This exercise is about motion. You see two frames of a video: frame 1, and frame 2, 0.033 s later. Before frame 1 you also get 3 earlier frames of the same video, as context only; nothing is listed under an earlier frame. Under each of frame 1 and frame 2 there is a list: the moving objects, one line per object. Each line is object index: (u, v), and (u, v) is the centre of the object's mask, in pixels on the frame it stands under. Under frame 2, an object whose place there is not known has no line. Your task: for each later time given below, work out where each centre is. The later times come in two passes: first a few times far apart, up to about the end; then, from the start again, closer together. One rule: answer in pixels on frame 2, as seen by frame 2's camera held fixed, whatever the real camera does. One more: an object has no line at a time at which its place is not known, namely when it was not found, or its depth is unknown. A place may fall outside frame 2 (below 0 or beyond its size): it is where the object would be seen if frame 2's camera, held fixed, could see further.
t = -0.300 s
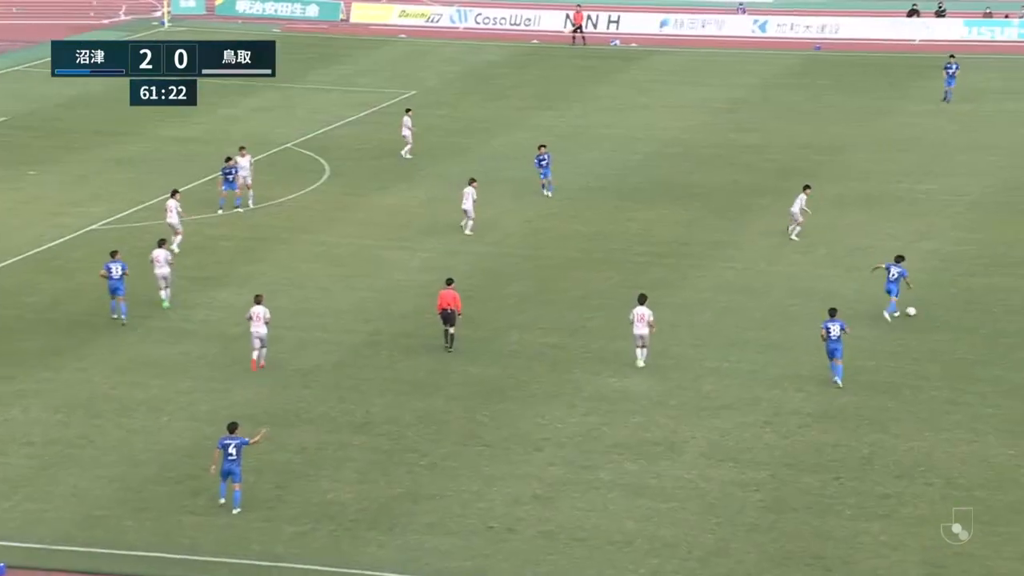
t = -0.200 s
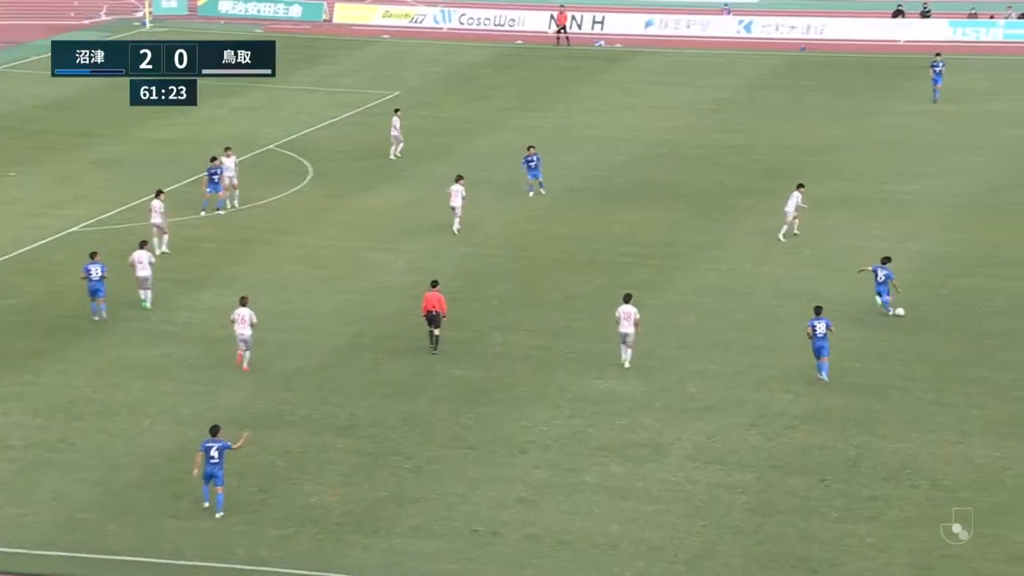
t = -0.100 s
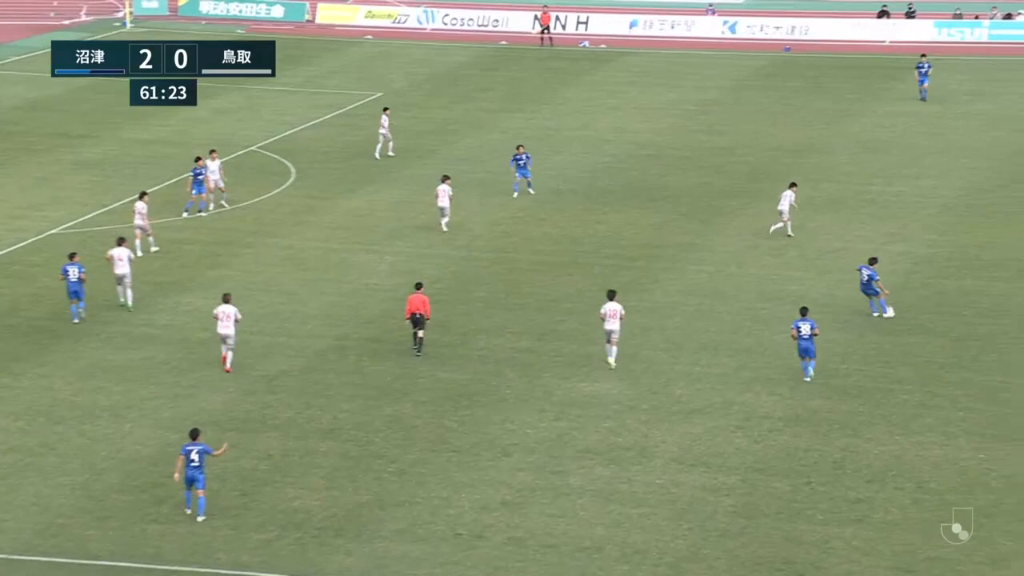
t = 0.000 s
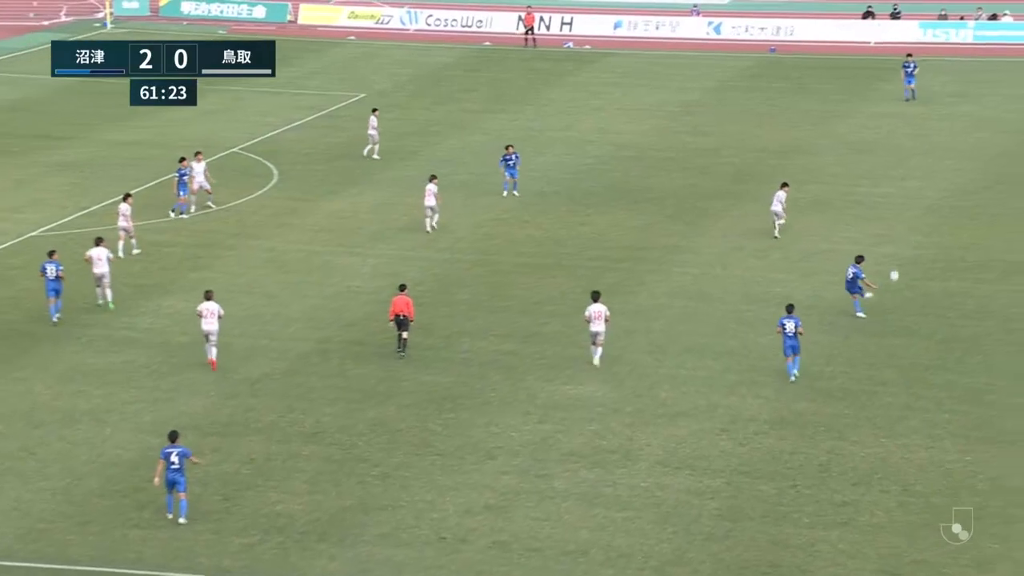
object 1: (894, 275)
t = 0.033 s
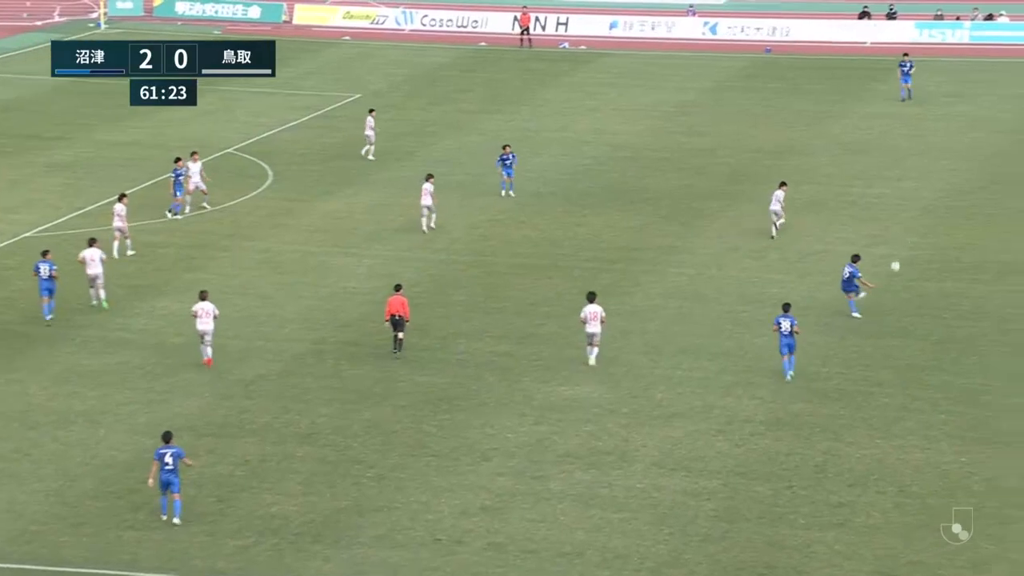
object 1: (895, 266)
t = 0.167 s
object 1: (911, 227)
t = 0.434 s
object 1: (925, 180)
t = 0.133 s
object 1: (908, 236)
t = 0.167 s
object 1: (911, 227)
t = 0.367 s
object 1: (924, 189)
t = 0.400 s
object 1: (925, 184)
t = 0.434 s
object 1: (925, 180)
